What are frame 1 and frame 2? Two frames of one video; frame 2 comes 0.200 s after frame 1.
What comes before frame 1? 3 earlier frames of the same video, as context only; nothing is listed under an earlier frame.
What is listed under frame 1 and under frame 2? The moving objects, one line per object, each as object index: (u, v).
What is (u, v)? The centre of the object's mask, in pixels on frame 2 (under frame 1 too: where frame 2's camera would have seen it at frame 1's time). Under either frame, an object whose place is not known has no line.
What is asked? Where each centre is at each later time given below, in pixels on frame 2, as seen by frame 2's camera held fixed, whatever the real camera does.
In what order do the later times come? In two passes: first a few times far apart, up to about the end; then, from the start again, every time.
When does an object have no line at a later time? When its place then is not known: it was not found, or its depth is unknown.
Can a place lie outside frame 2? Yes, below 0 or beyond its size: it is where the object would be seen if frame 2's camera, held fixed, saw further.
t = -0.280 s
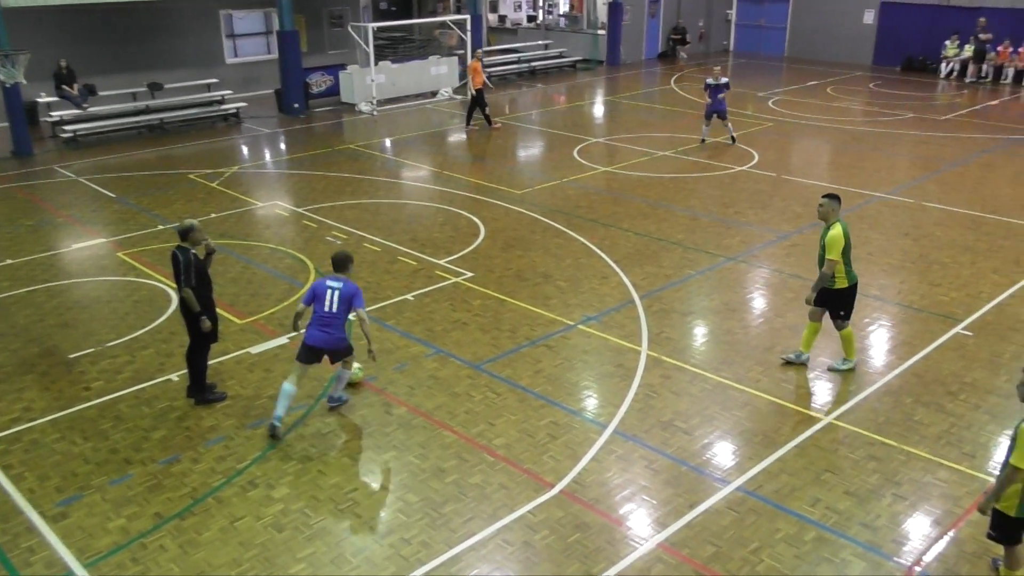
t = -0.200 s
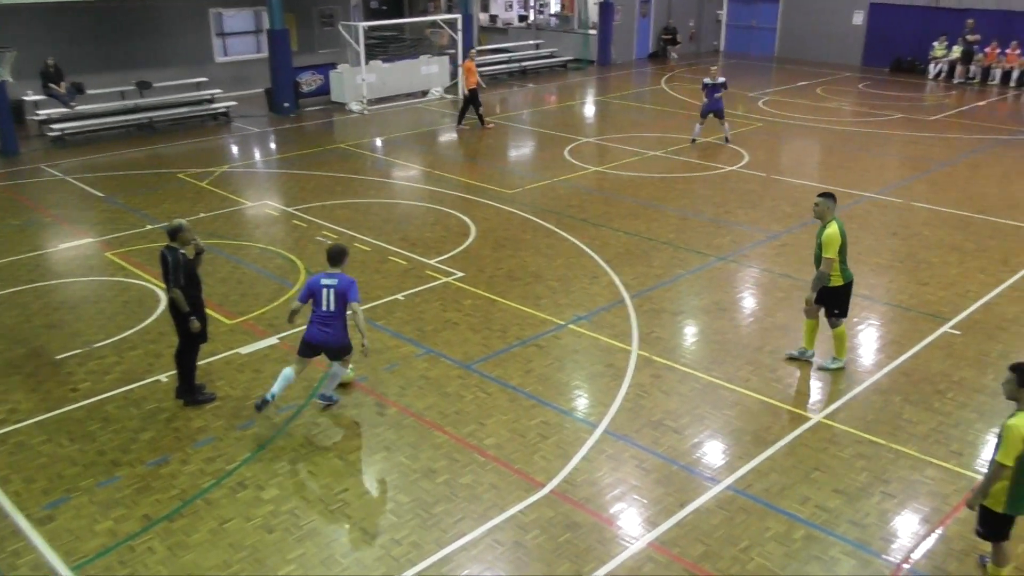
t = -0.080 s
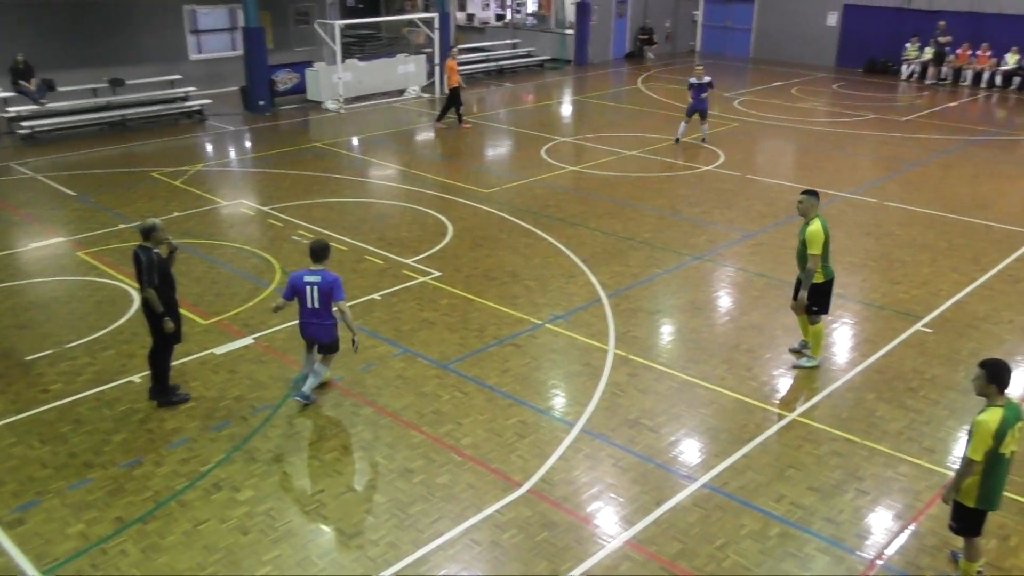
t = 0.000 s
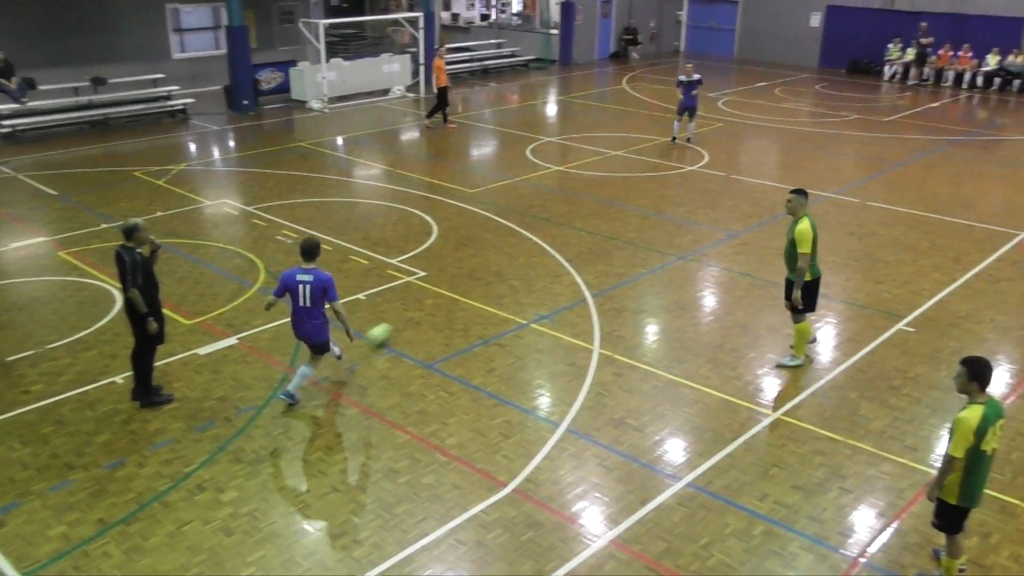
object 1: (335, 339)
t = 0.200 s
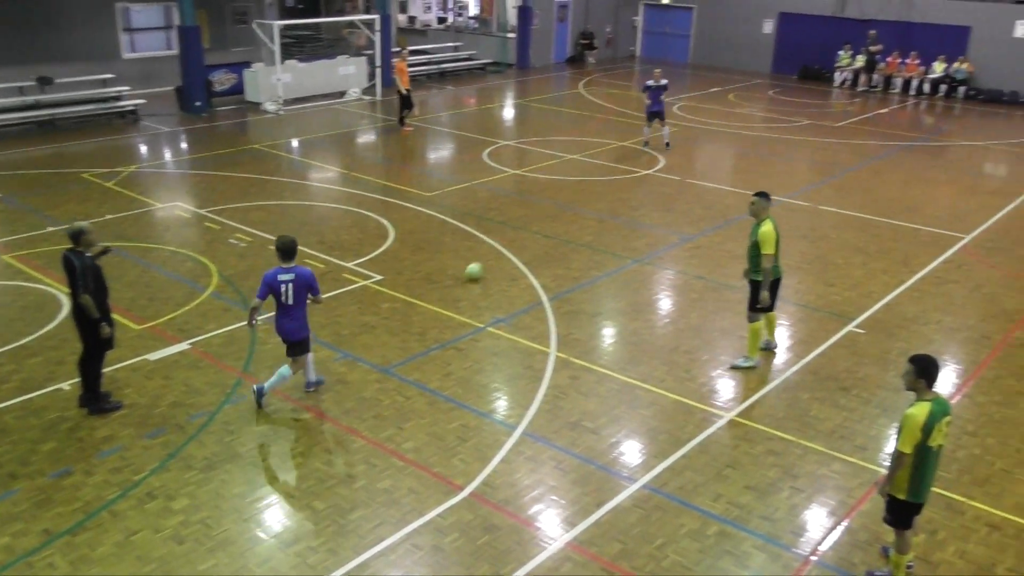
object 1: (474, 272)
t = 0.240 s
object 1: (493, 261)
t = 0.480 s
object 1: (584, 216)
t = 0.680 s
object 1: (634, 192)
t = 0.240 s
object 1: (493, 261)
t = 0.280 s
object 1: (512, 252)
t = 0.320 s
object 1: (529, 243)
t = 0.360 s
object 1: (544, 236)
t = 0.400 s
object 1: (559, 228)
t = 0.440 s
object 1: (572, 222)
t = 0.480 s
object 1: (584, 216)
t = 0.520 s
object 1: (595, 210)
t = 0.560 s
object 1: (606, 205)
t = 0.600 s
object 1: (616, 201)
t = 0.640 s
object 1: (626, 196)
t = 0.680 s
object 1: (634, 192)
